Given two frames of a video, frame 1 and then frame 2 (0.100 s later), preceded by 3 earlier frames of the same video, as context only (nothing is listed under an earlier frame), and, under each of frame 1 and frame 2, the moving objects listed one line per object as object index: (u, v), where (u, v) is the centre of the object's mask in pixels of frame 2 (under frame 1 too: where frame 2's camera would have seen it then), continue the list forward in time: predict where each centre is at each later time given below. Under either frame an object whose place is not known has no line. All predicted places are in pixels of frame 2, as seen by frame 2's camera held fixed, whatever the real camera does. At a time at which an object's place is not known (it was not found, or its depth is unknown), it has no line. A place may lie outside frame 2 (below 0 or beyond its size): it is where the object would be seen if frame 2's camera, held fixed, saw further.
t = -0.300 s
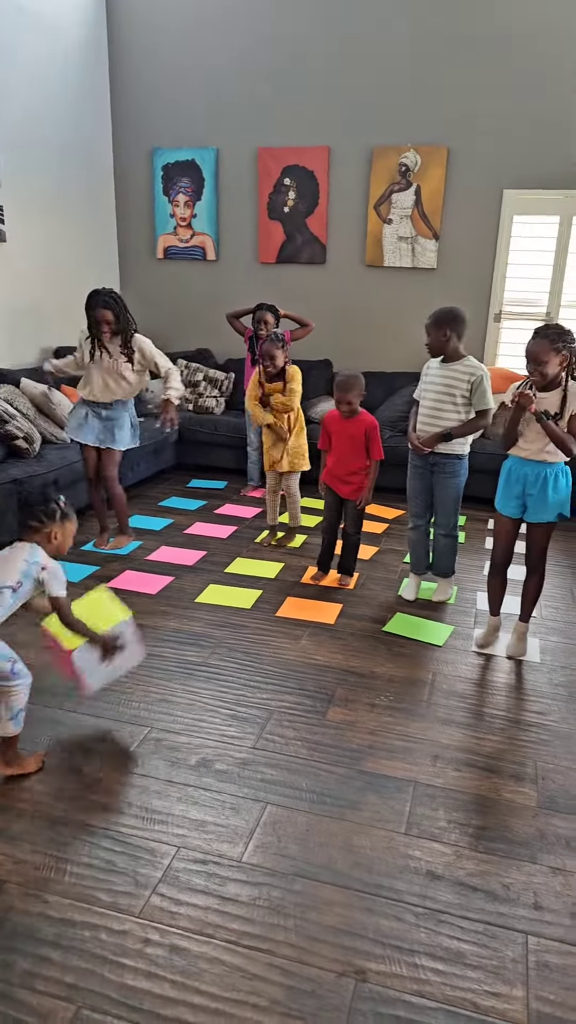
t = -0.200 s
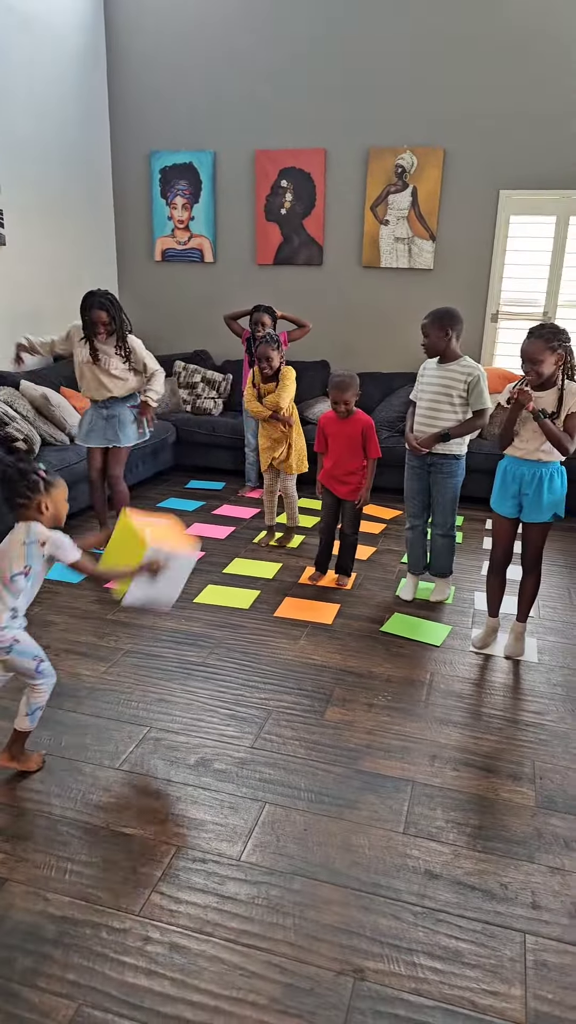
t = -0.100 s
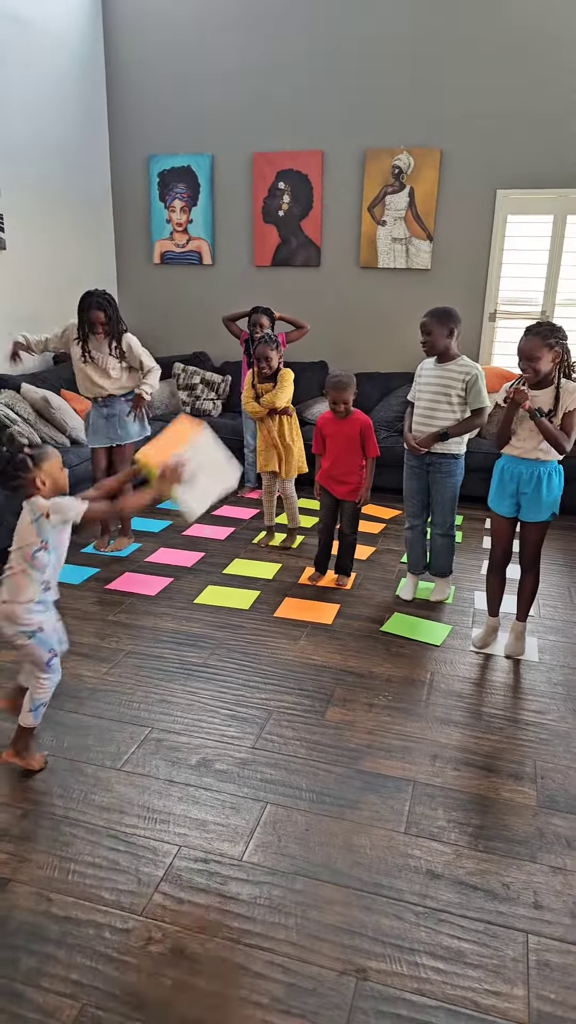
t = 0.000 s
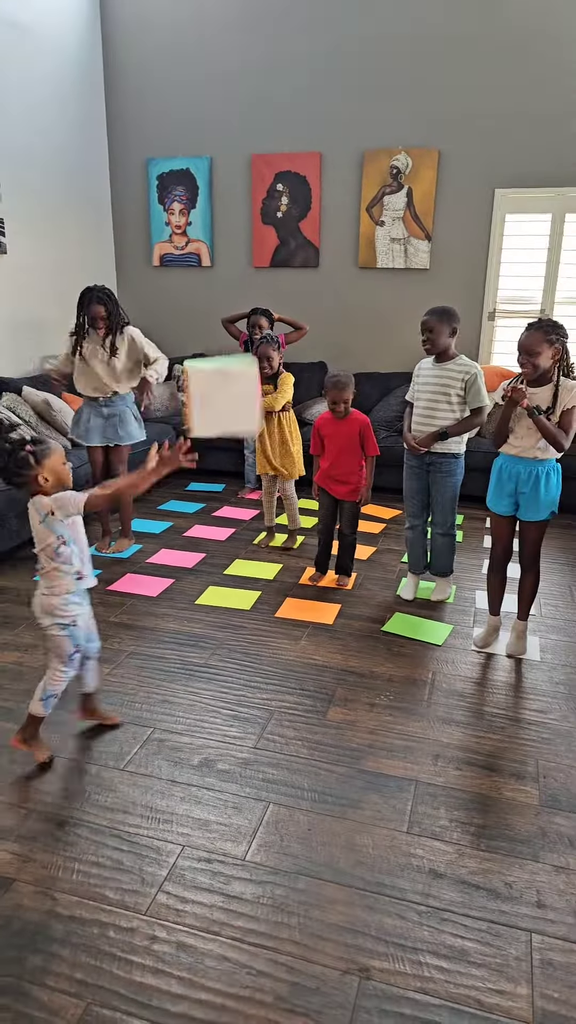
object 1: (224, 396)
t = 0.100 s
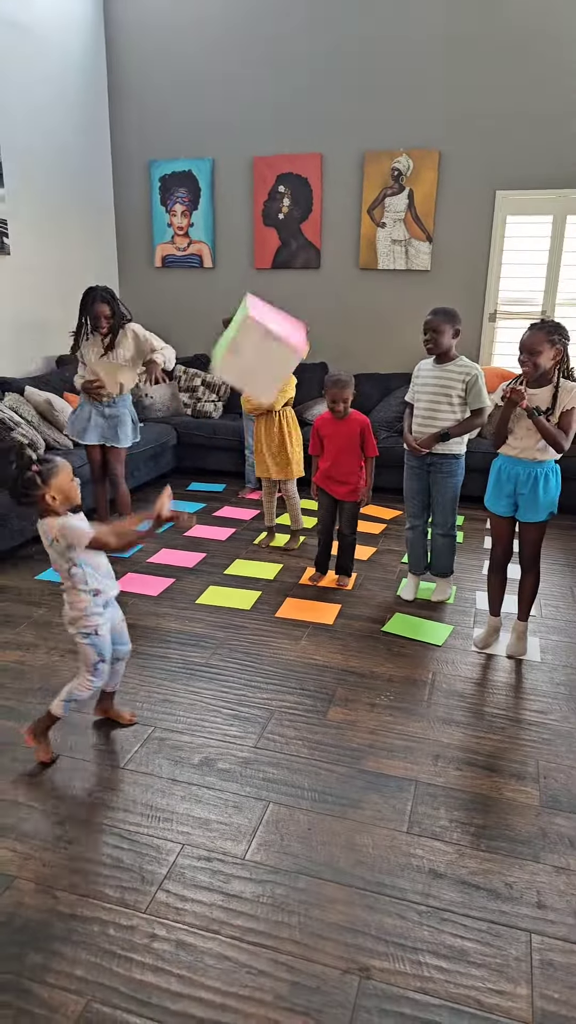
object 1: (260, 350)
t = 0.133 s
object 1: (272, 340)
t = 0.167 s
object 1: (284, 334)
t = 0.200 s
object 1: (296, 328)
